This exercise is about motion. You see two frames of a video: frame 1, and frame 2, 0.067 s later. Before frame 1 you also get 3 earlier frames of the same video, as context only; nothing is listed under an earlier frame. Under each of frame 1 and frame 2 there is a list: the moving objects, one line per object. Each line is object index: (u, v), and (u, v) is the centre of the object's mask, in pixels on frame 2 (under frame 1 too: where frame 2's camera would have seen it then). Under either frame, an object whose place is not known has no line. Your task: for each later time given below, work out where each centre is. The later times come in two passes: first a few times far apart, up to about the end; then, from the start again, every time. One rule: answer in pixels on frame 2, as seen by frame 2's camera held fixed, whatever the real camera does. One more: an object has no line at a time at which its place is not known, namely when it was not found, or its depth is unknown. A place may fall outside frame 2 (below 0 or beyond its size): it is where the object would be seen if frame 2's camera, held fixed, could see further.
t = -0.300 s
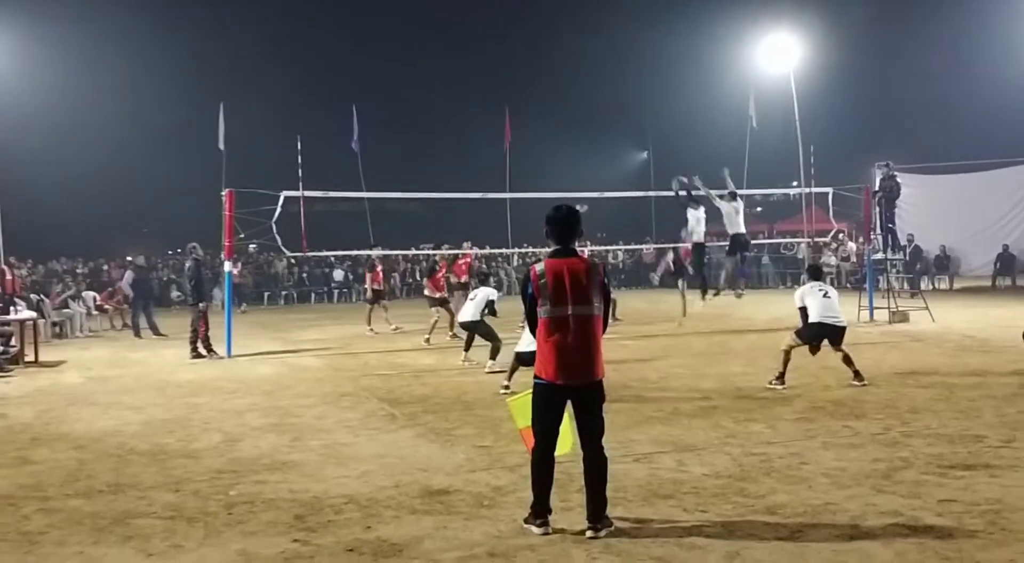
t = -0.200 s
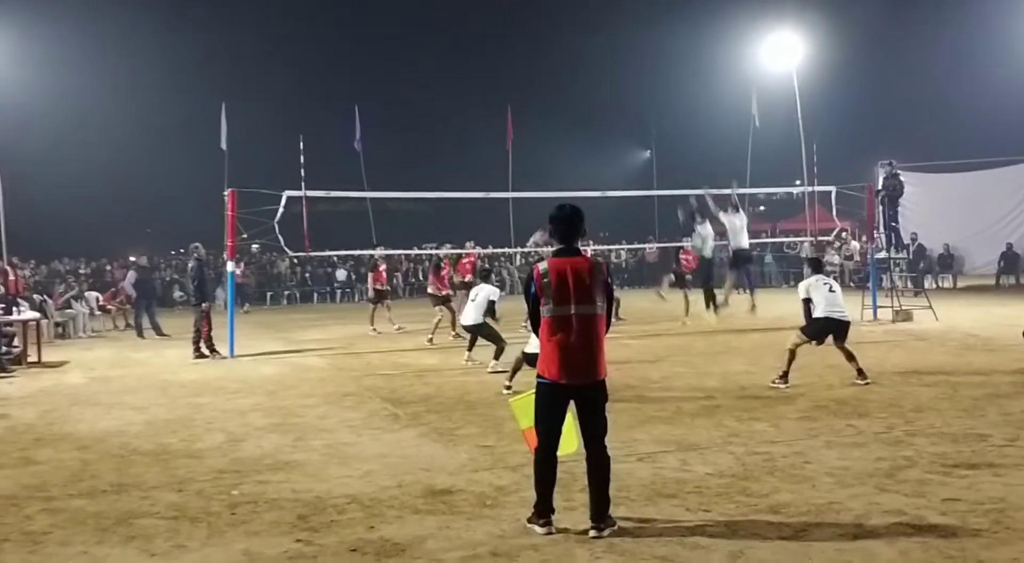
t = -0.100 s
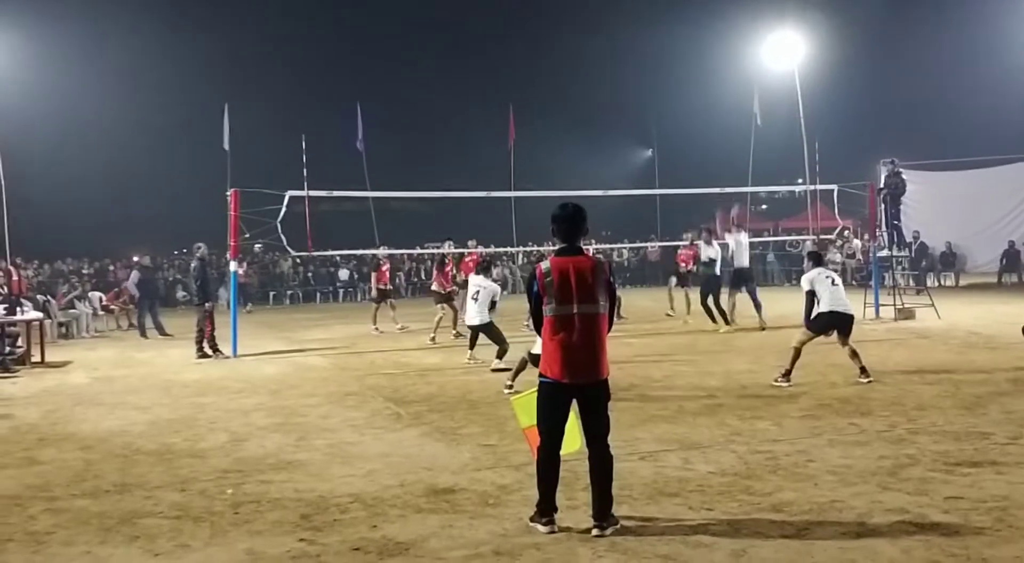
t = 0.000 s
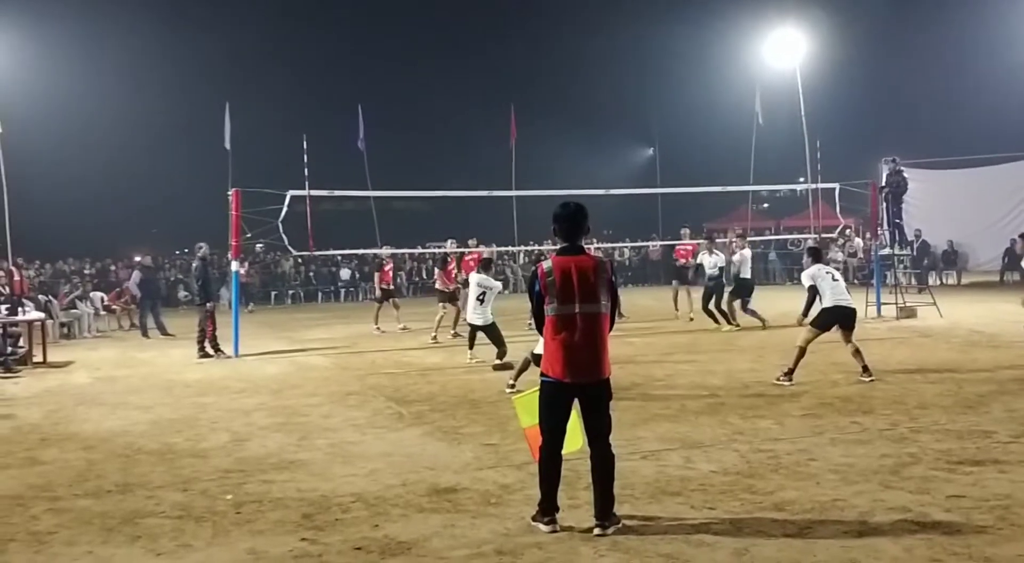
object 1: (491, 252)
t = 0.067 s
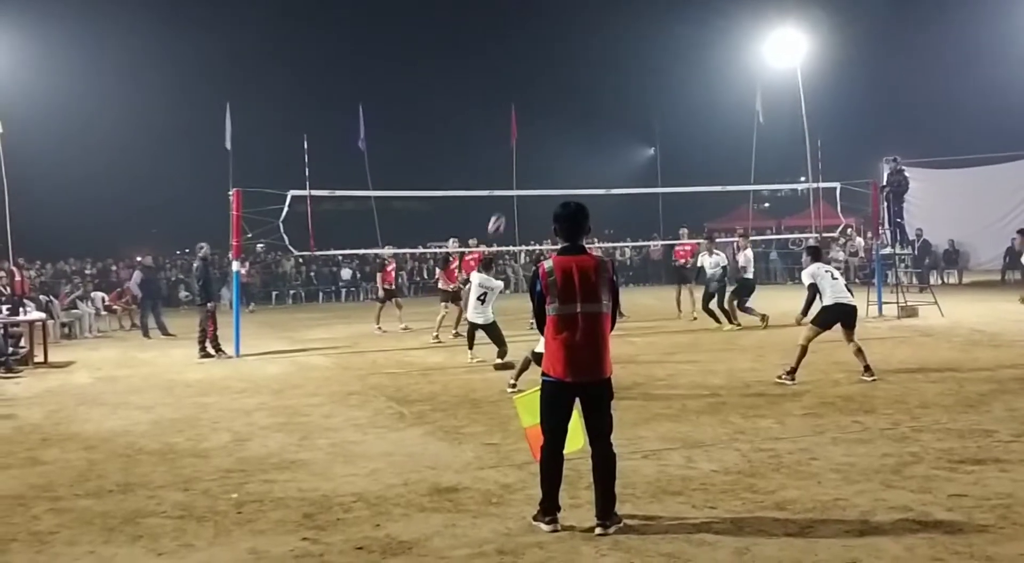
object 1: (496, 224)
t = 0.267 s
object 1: (516, 154)
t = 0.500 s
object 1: (535, 112)
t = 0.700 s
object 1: (551, 105)
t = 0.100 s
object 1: (500, 209)
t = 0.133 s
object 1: (503, 198)
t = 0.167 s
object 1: (507, 183)
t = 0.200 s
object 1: (509, 174)
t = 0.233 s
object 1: (513, 164)
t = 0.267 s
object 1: (516, 154)
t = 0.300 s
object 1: (519, 146)
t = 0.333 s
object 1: (521, 139)
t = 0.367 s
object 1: (524, 131)
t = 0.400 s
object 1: (527, 125)
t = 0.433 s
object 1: (530, 120)
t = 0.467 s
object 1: (532, 116)
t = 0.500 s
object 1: (535, 112)
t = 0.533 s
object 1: (538, 108)
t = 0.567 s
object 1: (541, 107)
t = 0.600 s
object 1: (543, 105)
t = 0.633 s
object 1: (546, 104)
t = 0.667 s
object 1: (548, 104)
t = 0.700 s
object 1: (551, 105)
